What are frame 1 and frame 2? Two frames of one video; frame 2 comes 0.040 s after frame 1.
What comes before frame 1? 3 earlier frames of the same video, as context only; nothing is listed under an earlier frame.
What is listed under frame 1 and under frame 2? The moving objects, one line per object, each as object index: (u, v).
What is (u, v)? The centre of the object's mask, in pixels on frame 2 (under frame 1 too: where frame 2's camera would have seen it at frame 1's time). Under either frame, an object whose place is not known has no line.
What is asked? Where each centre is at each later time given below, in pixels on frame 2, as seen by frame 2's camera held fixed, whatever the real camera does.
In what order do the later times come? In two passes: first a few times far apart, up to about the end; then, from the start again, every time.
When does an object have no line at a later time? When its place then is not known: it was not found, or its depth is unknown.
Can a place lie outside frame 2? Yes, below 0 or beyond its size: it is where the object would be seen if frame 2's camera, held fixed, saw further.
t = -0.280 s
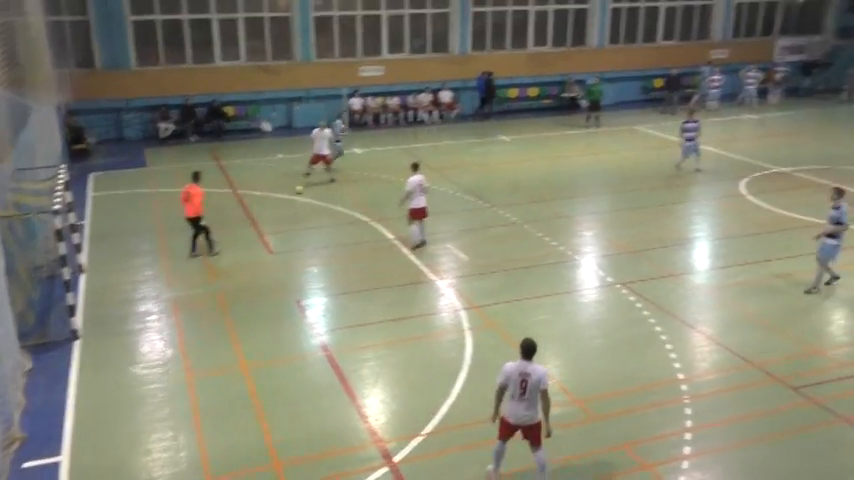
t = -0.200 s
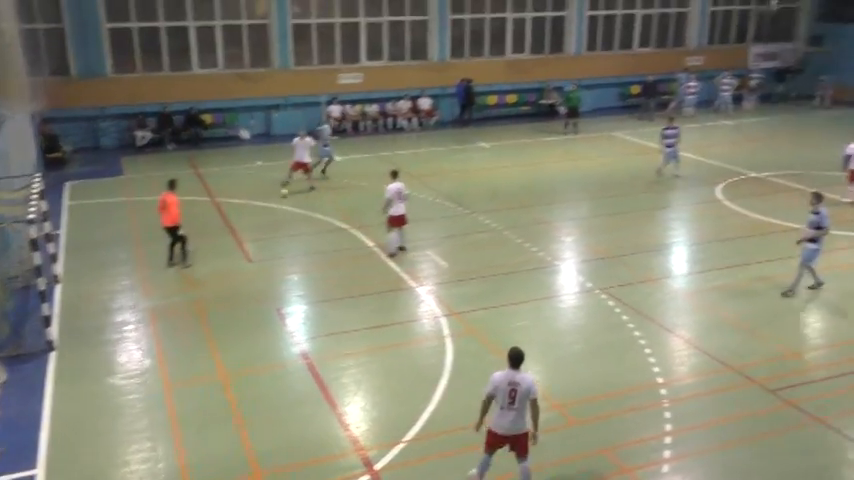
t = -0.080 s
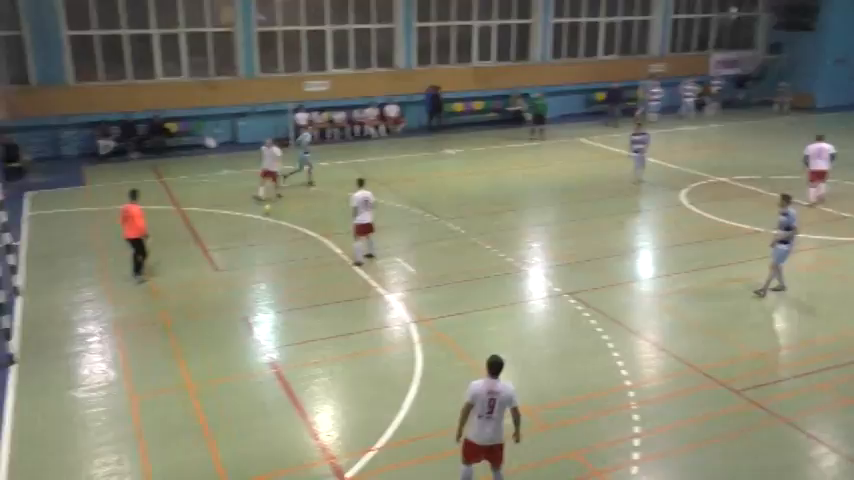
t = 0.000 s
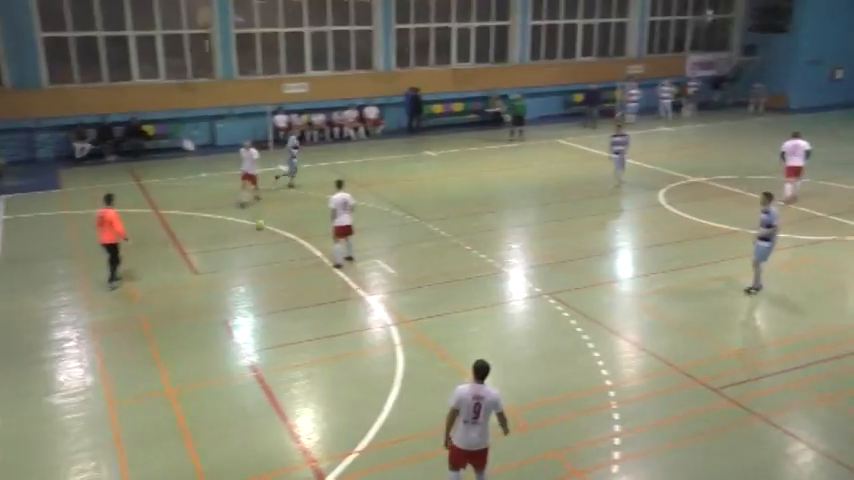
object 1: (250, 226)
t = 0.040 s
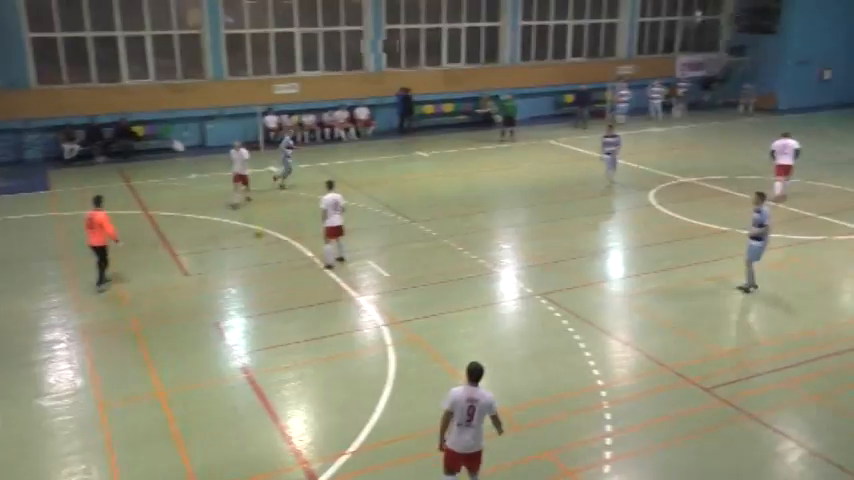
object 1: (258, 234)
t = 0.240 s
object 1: (299, 263)
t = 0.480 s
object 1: (355, 304)
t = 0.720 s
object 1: (417, 348)
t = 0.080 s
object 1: (266, 237)
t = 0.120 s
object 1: (274, 243)
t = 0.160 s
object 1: (281, 250)
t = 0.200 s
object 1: (290, 256)
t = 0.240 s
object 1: (299, 263)
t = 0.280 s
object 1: (308, 269)
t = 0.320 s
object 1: (316, 276)
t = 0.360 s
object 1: (325, 283)
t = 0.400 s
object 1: (335, 290)
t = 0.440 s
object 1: (343, 297)
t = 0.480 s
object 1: (355, 304)
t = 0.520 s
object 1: (364, 312)
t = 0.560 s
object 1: (374, 319)
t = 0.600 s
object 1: (385, 325)
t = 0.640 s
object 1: (396, 333)
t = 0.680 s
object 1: (406, 341)
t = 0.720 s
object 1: (417, 348)
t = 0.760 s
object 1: (428, 355)
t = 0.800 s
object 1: (439, 363)
